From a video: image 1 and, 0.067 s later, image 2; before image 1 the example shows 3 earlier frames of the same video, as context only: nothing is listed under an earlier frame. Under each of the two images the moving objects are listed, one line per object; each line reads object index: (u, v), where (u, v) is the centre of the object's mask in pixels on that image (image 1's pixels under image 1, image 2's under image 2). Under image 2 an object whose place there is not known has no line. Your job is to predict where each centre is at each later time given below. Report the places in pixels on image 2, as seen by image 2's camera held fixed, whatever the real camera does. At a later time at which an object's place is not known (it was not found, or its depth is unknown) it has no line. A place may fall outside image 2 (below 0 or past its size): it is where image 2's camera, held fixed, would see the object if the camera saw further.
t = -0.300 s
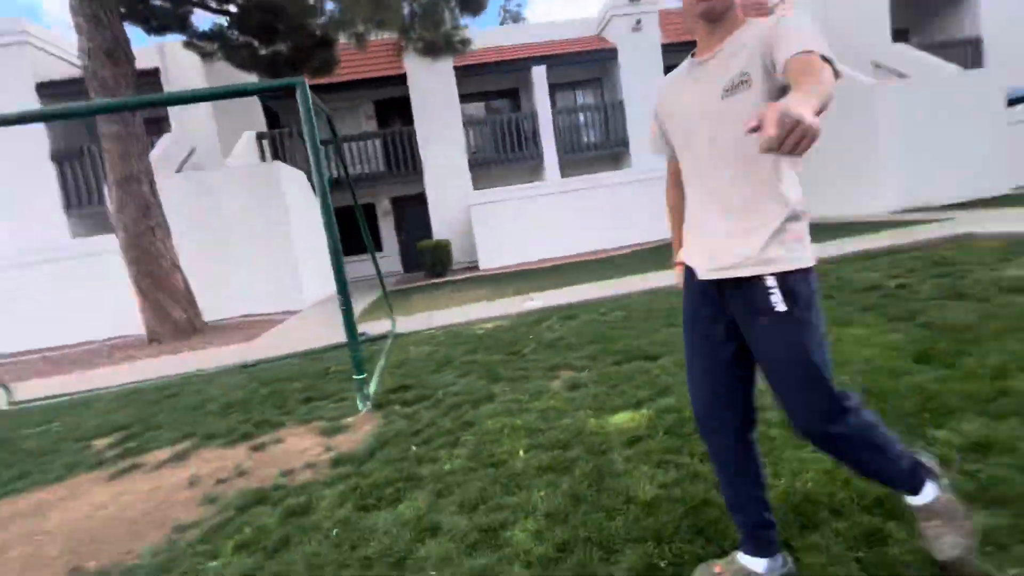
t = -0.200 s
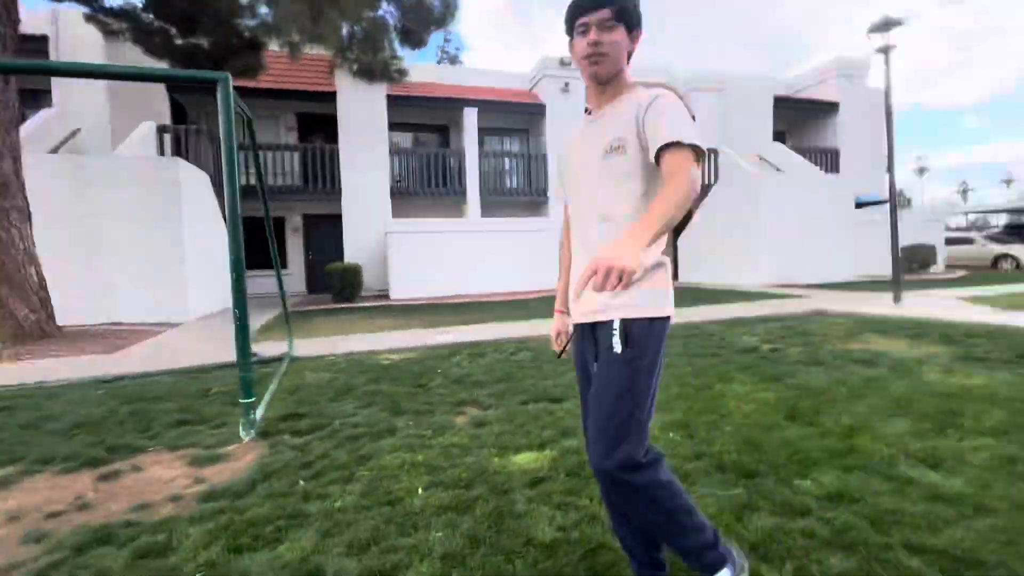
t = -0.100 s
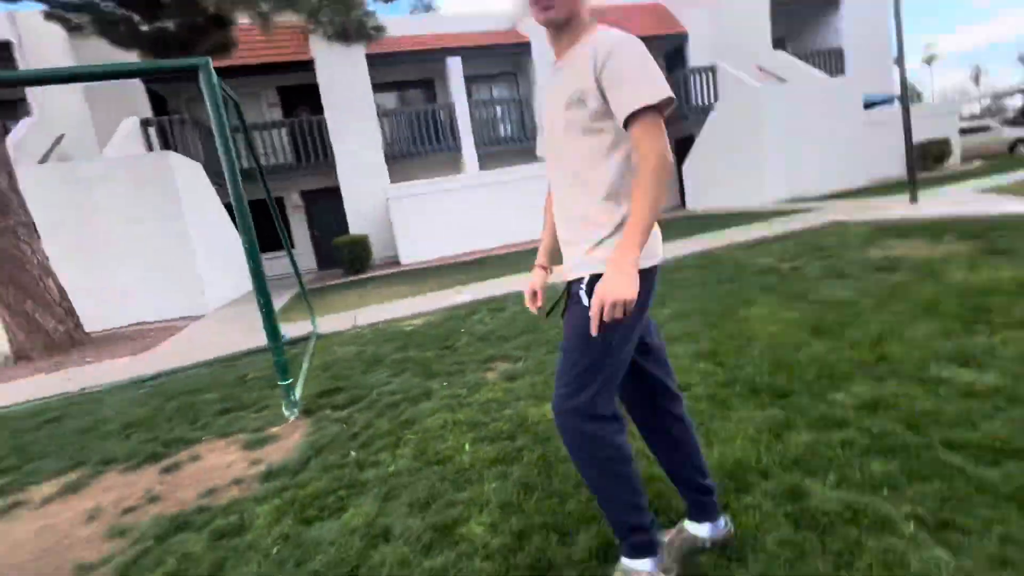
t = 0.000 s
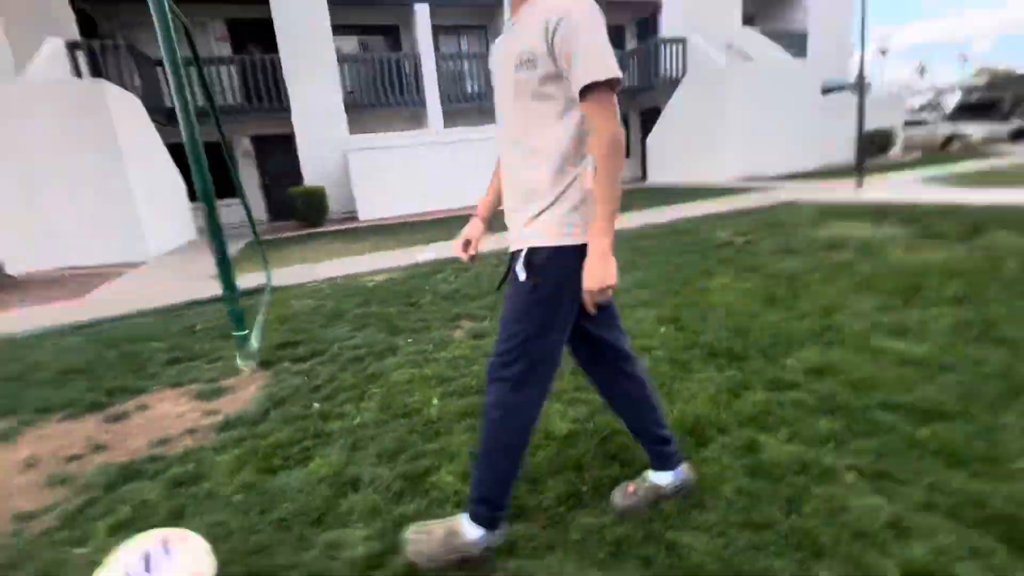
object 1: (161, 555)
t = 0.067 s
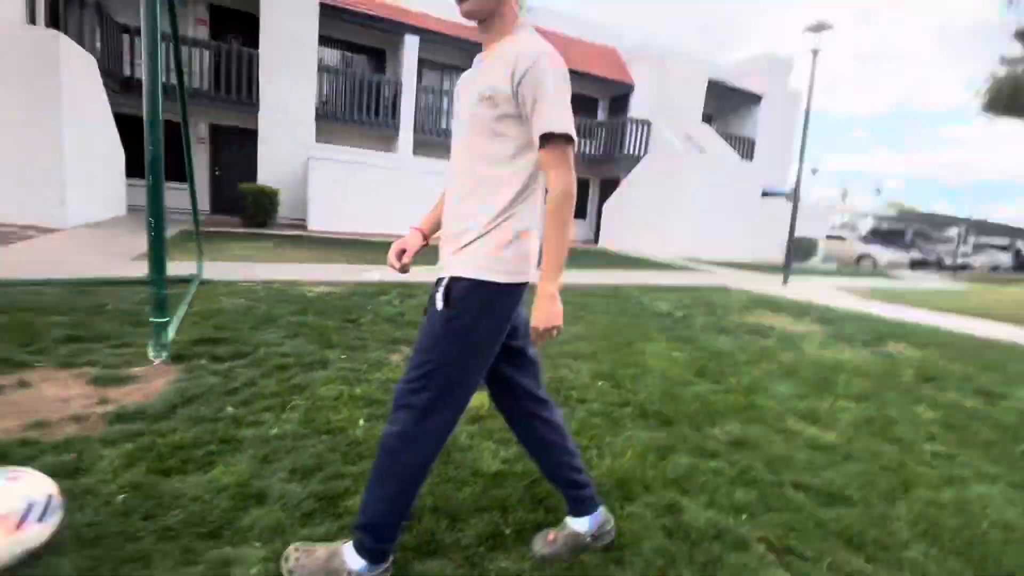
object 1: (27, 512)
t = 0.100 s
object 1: (29, 490)
